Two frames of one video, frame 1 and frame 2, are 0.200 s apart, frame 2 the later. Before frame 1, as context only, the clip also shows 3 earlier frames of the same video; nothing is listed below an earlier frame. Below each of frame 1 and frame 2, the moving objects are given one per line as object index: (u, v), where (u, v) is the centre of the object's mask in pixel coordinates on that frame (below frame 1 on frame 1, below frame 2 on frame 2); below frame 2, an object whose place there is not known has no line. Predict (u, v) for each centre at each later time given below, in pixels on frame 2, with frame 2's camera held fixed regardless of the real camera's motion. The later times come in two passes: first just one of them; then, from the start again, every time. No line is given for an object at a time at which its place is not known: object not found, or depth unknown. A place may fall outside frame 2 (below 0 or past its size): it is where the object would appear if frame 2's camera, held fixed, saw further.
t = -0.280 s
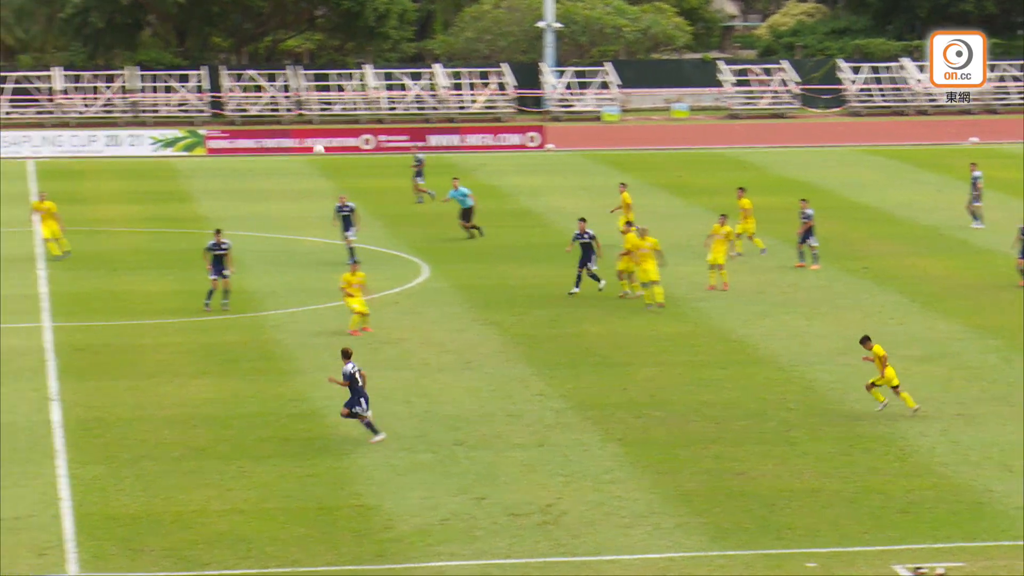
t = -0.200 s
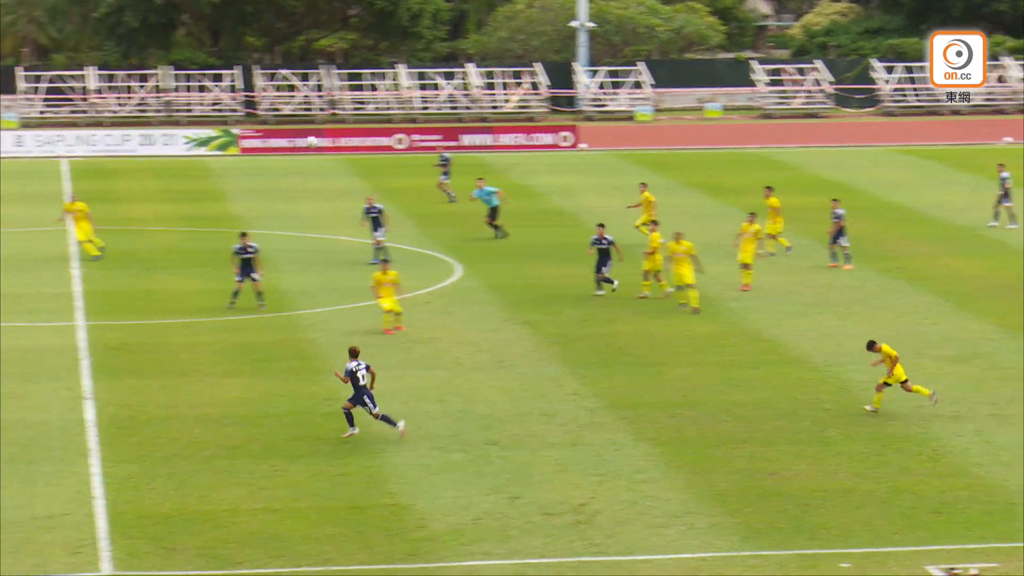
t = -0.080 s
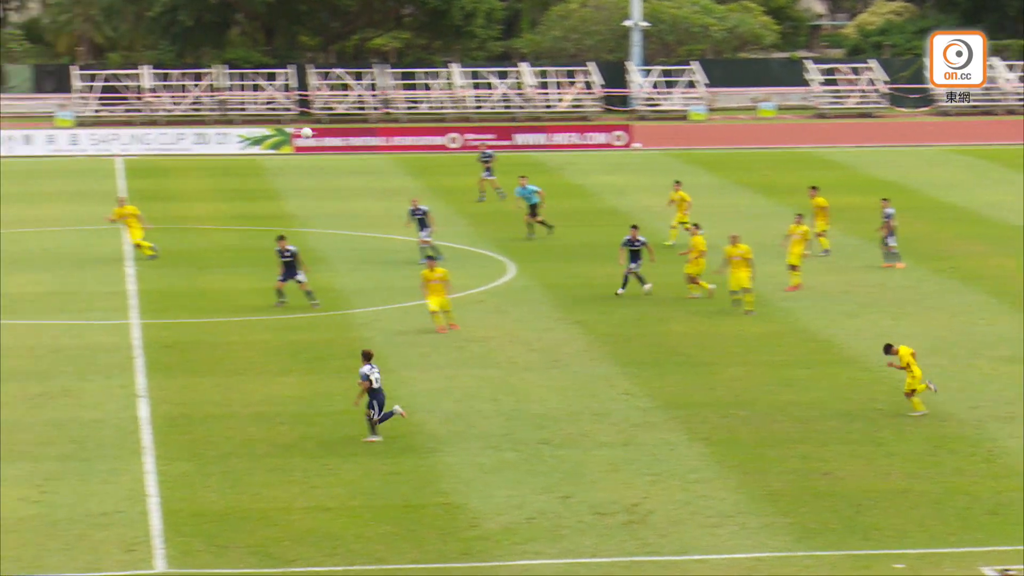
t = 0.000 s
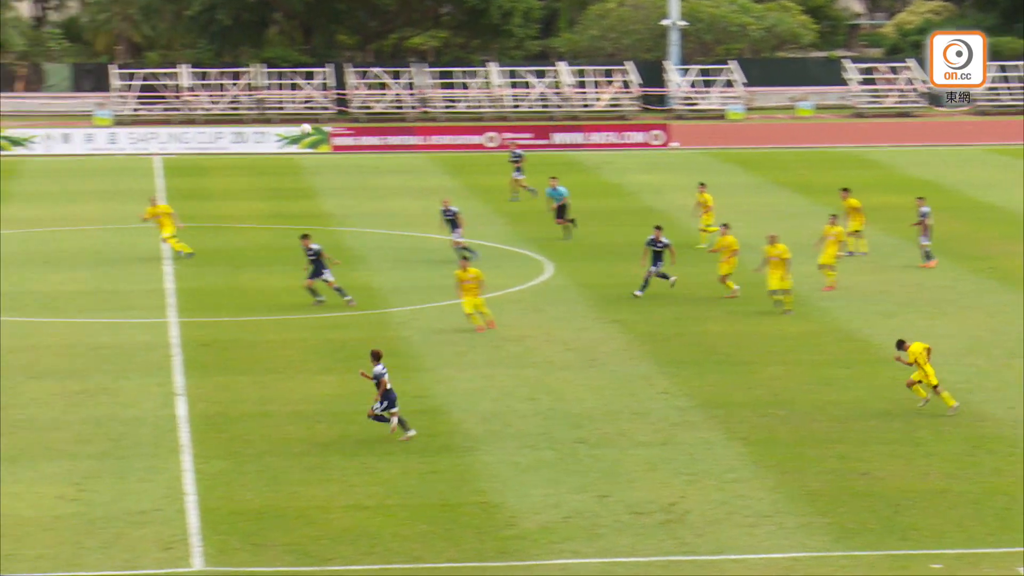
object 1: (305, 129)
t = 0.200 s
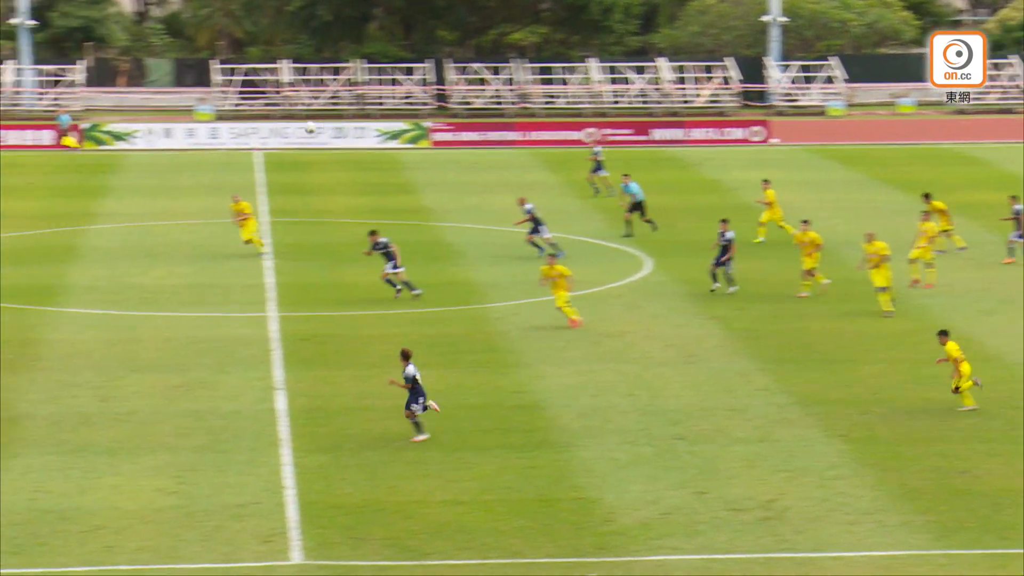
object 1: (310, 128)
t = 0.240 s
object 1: (295, 130)
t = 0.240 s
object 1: (295, 130)
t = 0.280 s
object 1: (278, 135)
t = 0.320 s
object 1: (262, 139)
